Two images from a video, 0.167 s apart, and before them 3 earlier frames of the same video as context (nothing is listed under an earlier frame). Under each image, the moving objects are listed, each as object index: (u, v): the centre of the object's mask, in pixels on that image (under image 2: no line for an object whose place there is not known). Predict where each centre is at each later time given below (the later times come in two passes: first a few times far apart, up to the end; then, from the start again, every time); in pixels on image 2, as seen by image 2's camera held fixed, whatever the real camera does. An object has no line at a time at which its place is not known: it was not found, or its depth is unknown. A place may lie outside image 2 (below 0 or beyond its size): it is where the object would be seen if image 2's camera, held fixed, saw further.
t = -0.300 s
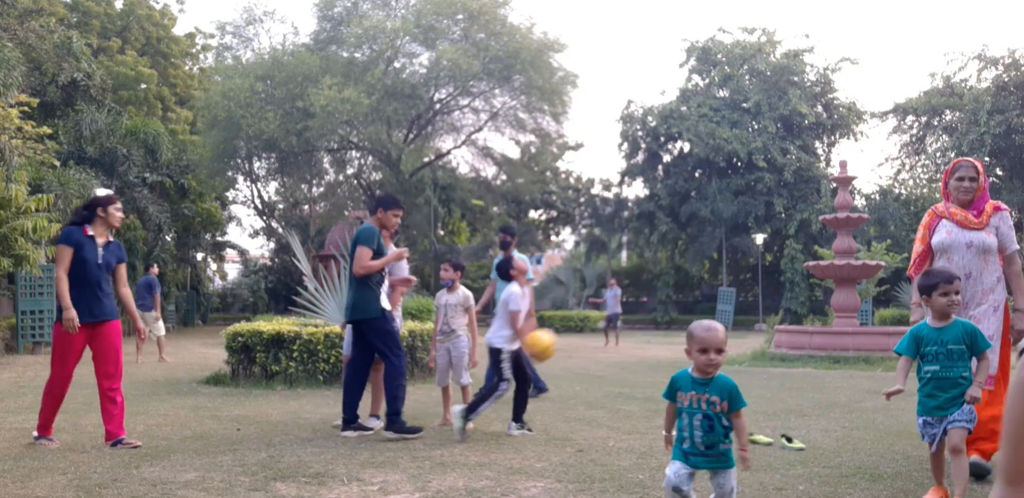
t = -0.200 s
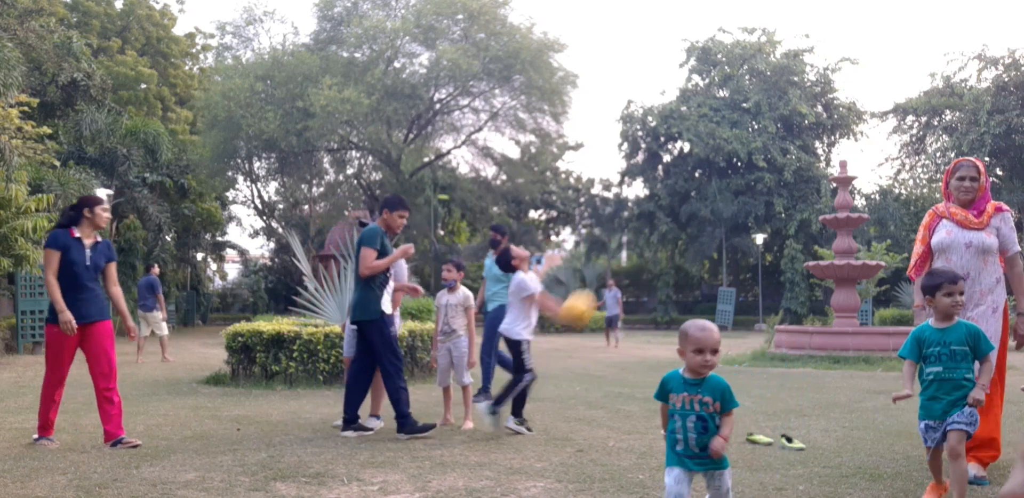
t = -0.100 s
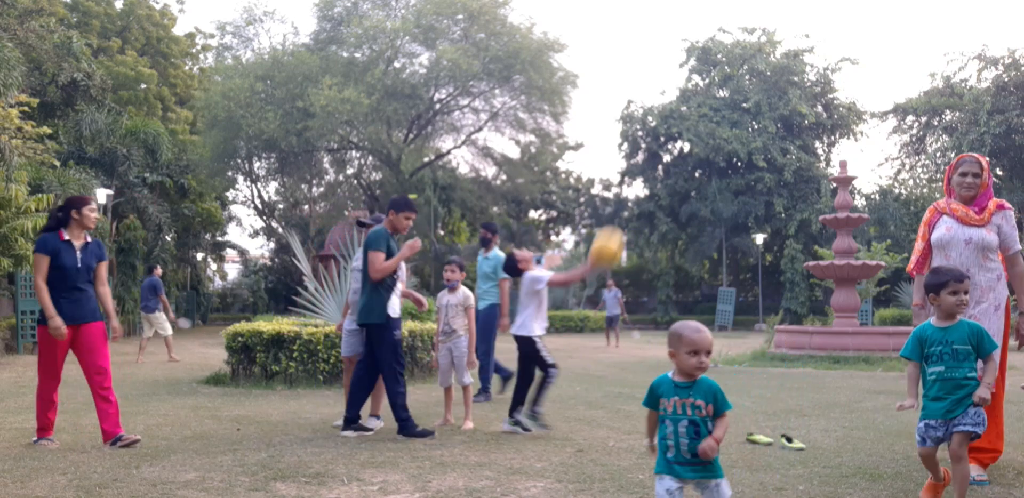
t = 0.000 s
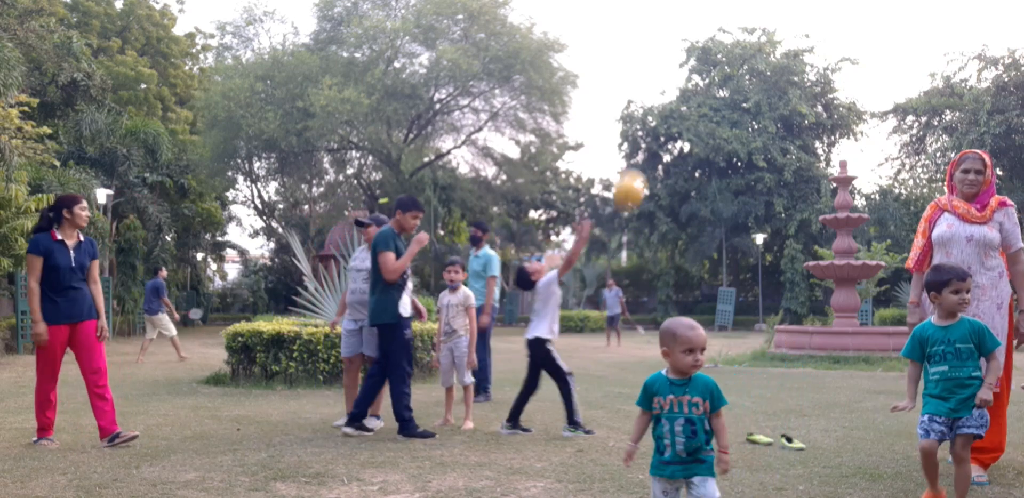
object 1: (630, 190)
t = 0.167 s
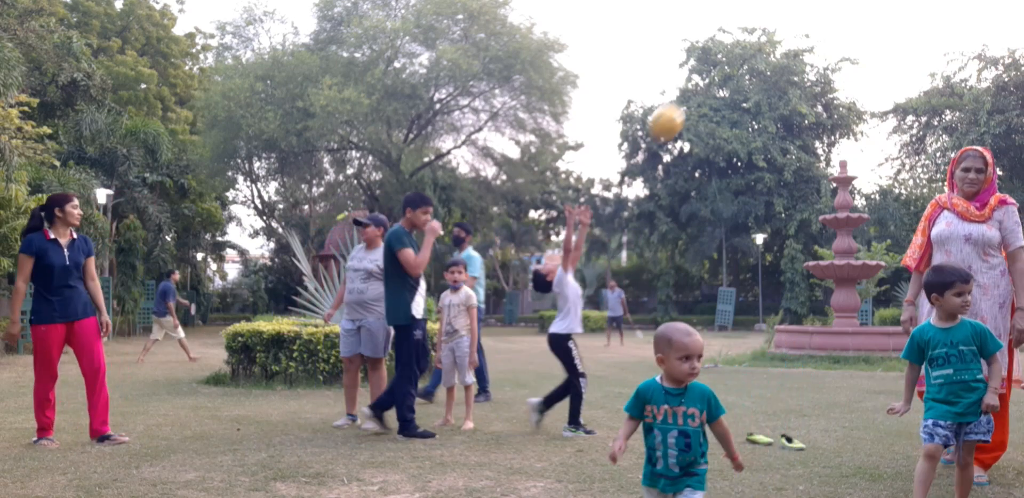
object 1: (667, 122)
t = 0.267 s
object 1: (690, 101)
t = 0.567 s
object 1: (761, 123)
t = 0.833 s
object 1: (831, 270)
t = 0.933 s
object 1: (860, 363)
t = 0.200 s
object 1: (675, 114)
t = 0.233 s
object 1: (682, 107)
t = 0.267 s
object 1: (690, 101)
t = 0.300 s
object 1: (697, 96)
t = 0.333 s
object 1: (705, 93)
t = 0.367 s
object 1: (713, 93)
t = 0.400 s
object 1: (721, 93)
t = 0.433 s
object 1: (728, 96)
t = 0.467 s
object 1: (737, 100)
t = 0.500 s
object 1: (745, 106)
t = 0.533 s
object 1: (753, 113)
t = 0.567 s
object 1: (761, 123)
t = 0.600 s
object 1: (770, 134)
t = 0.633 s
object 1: (778, 148)
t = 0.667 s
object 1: (787, 163)
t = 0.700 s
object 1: (796, 181)
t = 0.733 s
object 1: (804, 199)
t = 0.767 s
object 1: (814, 222)
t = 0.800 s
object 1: (822, 242)
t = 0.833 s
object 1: (831, 270)
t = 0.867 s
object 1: (840, 296)
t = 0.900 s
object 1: (850, 328)
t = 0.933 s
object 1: (860, 363)
